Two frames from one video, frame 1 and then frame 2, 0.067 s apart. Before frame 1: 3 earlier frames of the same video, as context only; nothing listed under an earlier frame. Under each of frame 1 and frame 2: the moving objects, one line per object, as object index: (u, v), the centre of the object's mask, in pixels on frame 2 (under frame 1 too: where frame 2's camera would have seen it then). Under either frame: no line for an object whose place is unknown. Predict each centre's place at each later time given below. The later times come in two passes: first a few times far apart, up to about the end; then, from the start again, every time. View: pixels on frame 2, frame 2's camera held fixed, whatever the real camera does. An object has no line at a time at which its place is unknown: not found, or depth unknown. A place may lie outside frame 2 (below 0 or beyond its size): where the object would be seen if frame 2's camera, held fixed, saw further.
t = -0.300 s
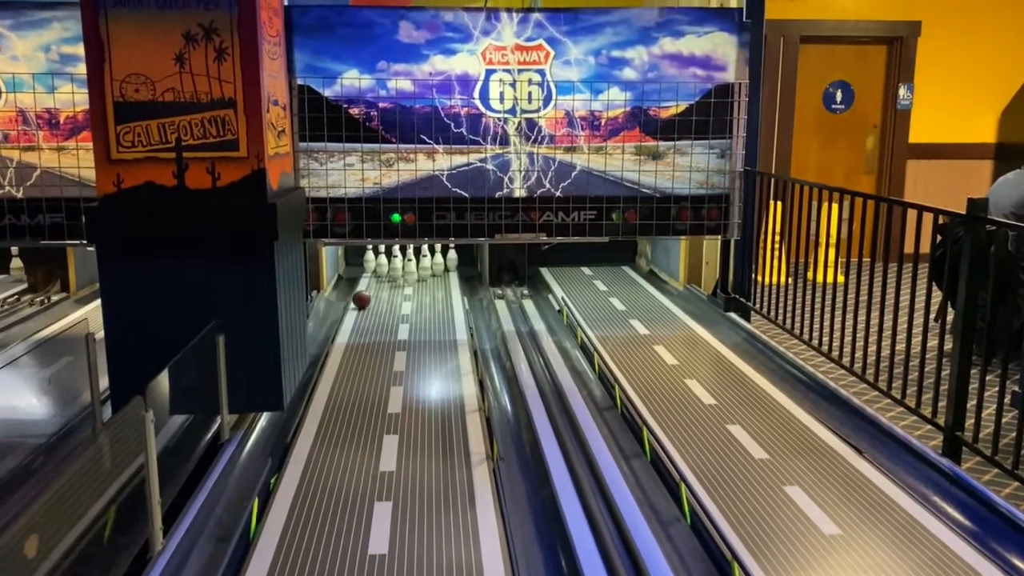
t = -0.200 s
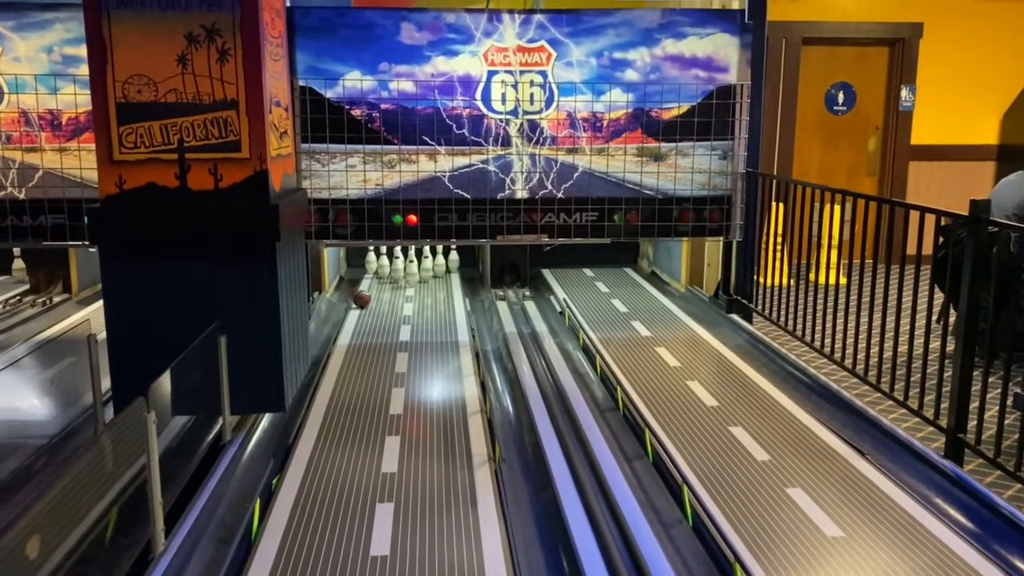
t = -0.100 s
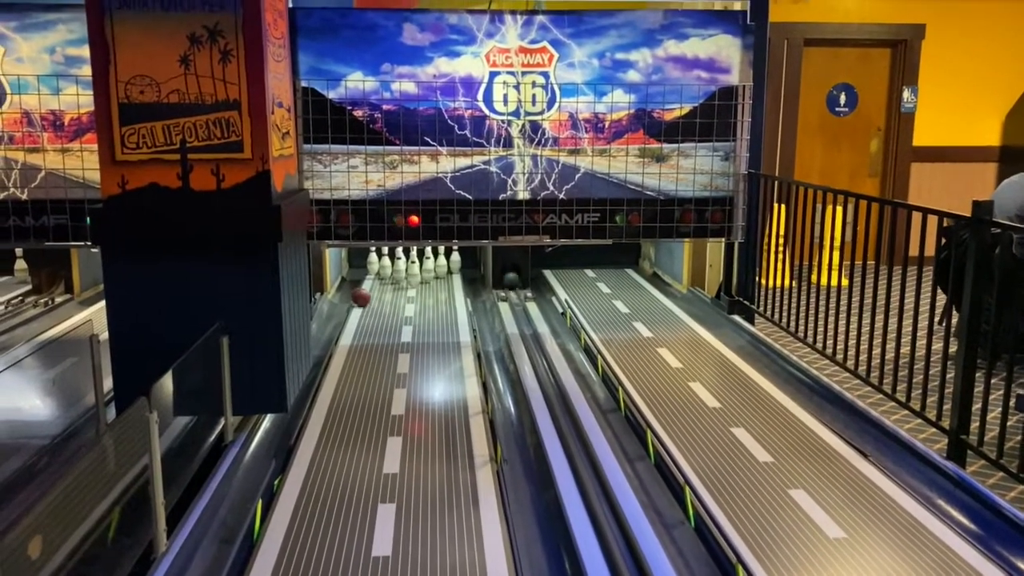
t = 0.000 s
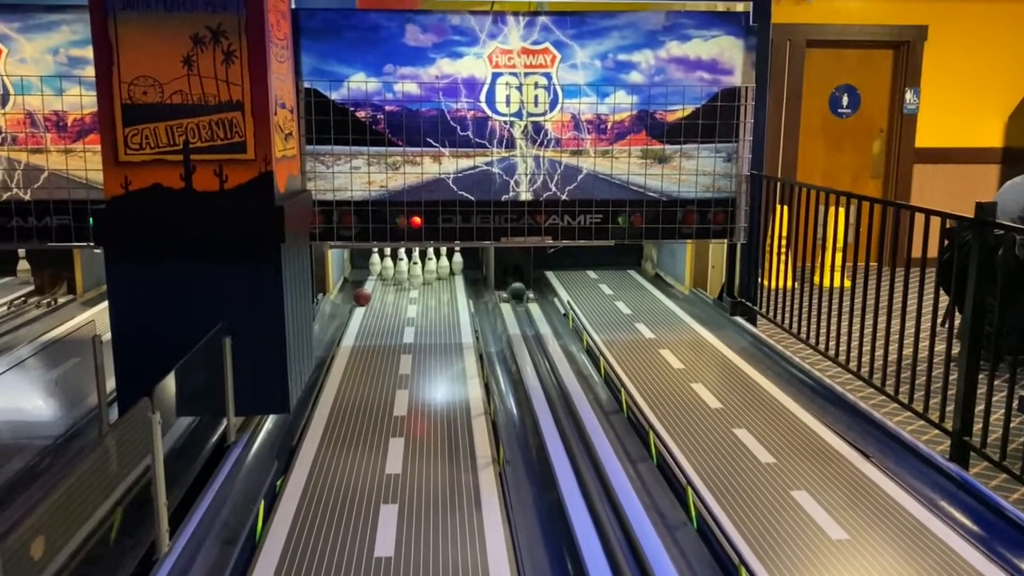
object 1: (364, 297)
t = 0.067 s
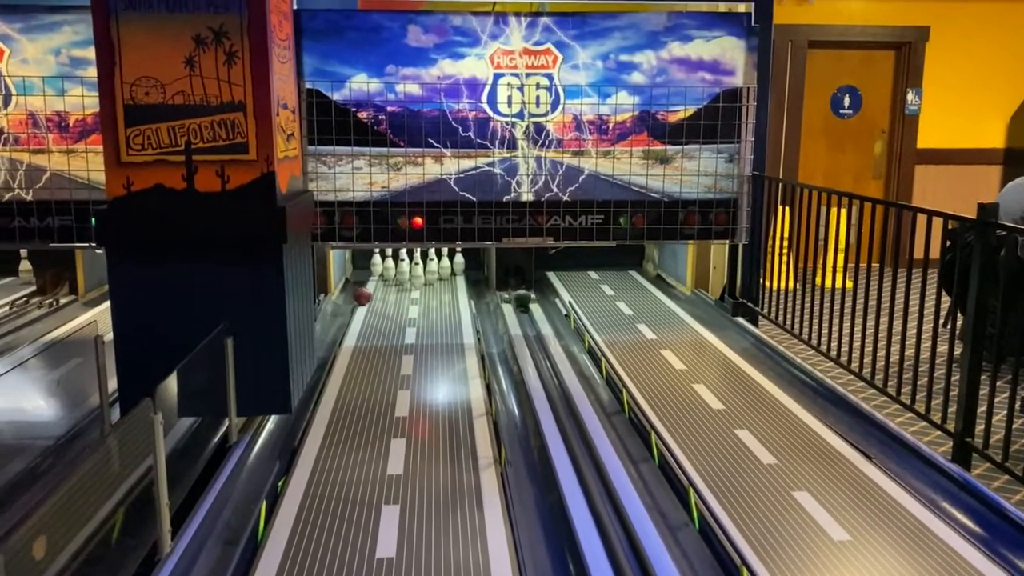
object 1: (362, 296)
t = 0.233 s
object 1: (360, 293)
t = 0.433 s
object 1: (357, 290)
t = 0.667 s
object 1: (347, 289)
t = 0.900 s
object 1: (345, 288)
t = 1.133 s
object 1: (347, 286)
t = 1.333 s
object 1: (349, 285)
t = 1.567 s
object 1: (351, 281)
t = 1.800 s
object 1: (351, 278)
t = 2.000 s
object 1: (353, 277)
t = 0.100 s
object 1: (362, 296)
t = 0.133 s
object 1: (361, 295)
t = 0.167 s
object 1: (361, 295)
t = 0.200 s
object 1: (361, 294)
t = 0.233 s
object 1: (360, 293)
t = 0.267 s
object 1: (360, 293)
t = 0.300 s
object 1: (359, 292)
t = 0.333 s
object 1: (359, 292)
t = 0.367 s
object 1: (358, 291)
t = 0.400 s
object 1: (358, 291)
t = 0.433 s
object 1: (357, 290)
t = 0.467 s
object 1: (357, 290)
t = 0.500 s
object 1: (355, 290)
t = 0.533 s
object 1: (355, 291)
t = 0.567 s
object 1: (352, 293)
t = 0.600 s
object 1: (351, 293)
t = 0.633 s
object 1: (349, 290)
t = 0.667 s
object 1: (347, 289)
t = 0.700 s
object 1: (345, 289)
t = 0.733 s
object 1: (344, 291)
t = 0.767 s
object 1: (344, 291)
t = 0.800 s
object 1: (344, 289)
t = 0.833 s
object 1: (345, 288)
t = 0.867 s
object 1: (345, 289)
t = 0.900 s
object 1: (345, 288)
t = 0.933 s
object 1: (346, 288)
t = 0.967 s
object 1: (345, 288)
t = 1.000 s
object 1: (345, 288)
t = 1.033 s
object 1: (346, 287)
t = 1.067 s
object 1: (346, 286)
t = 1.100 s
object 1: (347, 286)
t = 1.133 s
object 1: (347, 286)
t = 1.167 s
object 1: (347, 286)
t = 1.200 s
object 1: (348, 285)
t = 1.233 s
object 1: (348, 285)
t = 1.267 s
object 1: (348, 285)
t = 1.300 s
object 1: (348, 285)
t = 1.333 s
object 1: (349, 285)
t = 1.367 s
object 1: (349, 284)
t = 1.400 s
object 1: (349, 284)
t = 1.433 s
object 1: (349, 283)
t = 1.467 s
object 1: (350, 283)
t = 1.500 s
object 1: (350, 283)
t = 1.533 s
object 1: (350, 283)
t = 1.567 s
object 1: (351, 281)
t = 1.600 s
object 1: (351, 281)
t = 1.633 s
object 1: (350, 281)
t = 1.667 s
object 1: (351, 280)
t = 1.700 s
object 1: (351, 280)
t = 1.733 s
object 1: (351, 279)
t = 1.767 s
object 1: (351, 279)
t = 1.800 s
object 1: (351, 278)
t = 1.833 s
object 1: (352, 279)
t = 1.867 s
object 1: (352, 278)
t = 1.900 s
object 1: (352, 278)
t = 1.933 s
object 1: (352, 277)
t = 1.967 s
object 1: (351, 277)
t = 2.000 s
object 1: (353, 277)
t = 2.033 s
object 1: (353, 277)
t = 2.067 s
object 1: (352, 276)
